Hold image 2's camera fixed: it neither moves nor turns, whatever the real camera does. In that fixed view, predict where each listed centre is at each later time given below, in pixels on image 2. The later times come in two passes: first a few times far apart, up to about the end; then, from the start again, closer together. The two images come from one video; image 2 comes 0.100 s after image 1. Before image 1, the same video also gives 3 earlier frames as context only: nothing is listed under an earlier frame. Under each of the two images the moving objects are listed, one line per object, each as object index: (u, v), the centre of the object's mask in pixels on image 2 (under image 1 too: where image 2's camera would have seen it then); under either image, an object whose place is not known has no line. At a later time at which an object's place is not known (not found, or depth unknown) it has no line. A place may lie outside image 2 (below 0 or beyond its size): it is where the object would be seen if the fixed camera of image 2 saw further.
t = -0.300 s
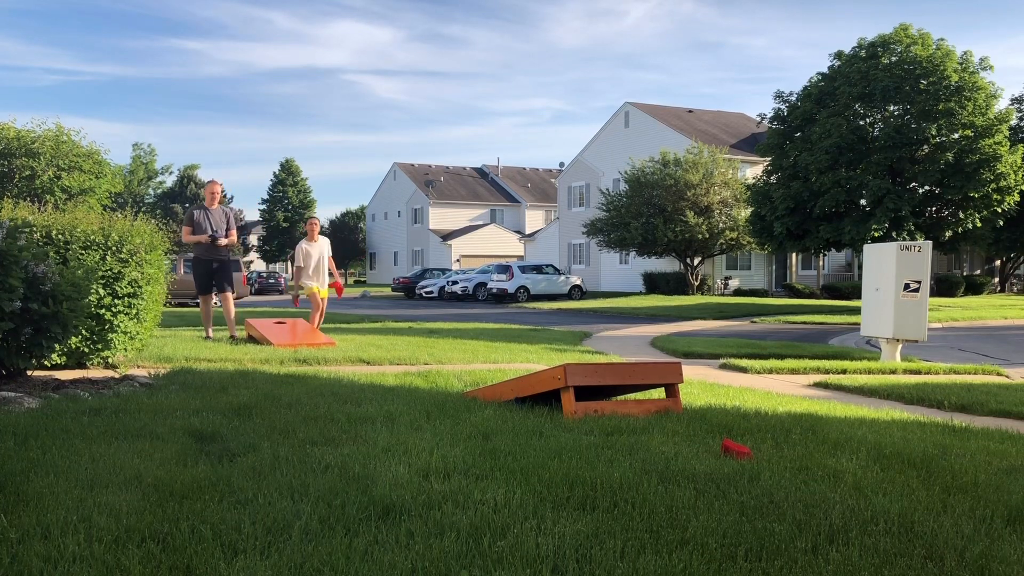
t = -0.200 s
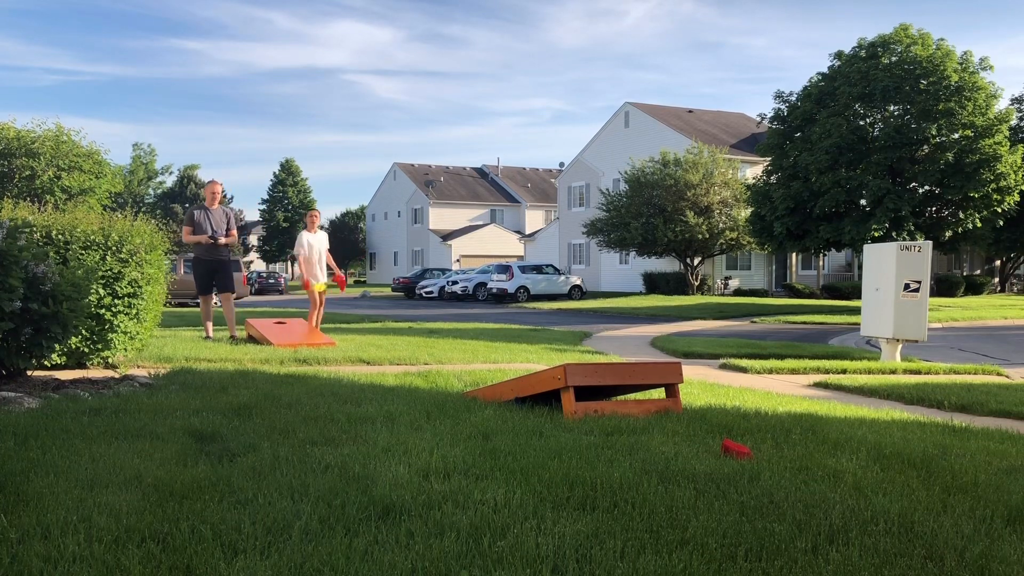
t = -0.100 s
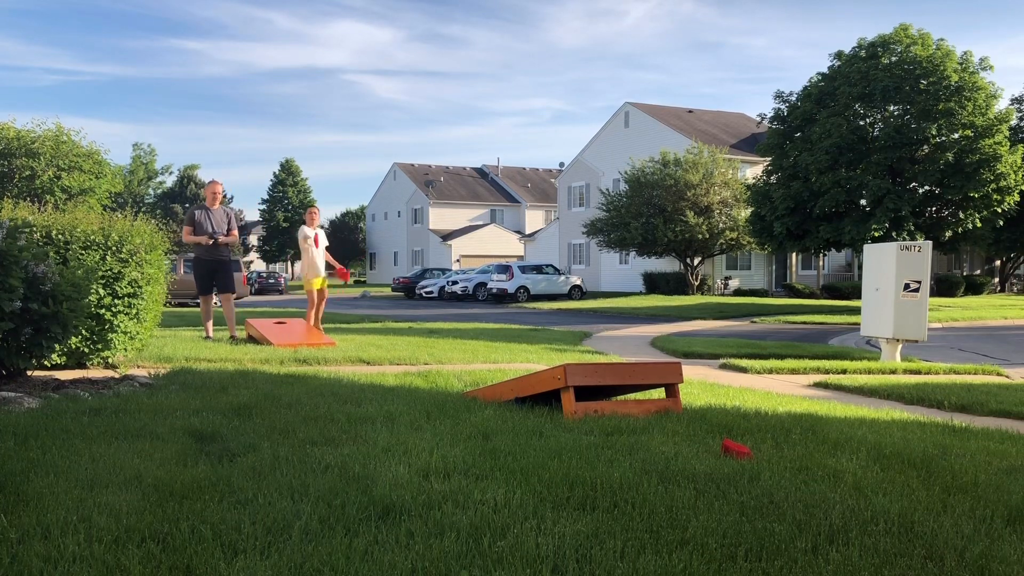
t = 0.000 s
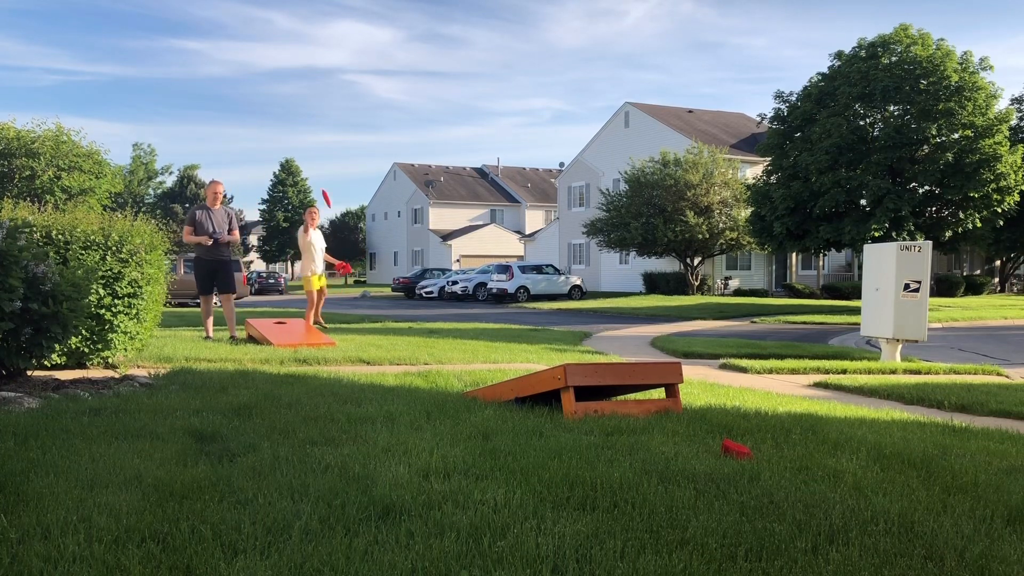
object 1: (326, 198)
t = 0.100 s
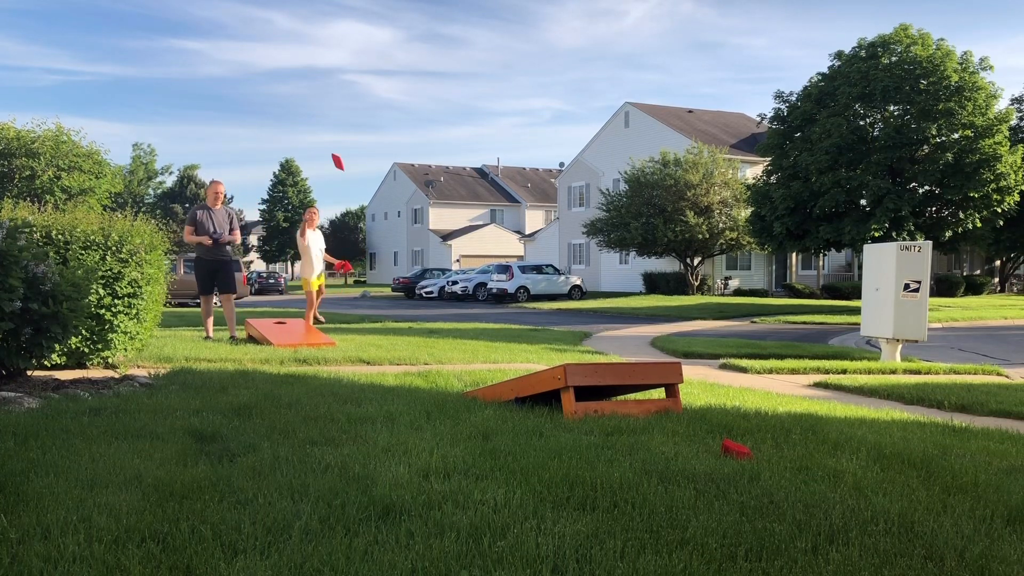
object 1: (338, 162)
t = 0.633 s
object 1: (433, 126)
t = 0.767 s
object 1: (474, 193)
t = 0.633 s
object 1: (433, 126)
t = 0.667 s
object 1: (442, 139)
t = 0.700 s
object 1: (452, 154)
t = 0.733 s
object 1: (463, 172)
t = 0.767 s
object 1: (474, 193)
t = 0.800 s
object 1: (486, 217)
